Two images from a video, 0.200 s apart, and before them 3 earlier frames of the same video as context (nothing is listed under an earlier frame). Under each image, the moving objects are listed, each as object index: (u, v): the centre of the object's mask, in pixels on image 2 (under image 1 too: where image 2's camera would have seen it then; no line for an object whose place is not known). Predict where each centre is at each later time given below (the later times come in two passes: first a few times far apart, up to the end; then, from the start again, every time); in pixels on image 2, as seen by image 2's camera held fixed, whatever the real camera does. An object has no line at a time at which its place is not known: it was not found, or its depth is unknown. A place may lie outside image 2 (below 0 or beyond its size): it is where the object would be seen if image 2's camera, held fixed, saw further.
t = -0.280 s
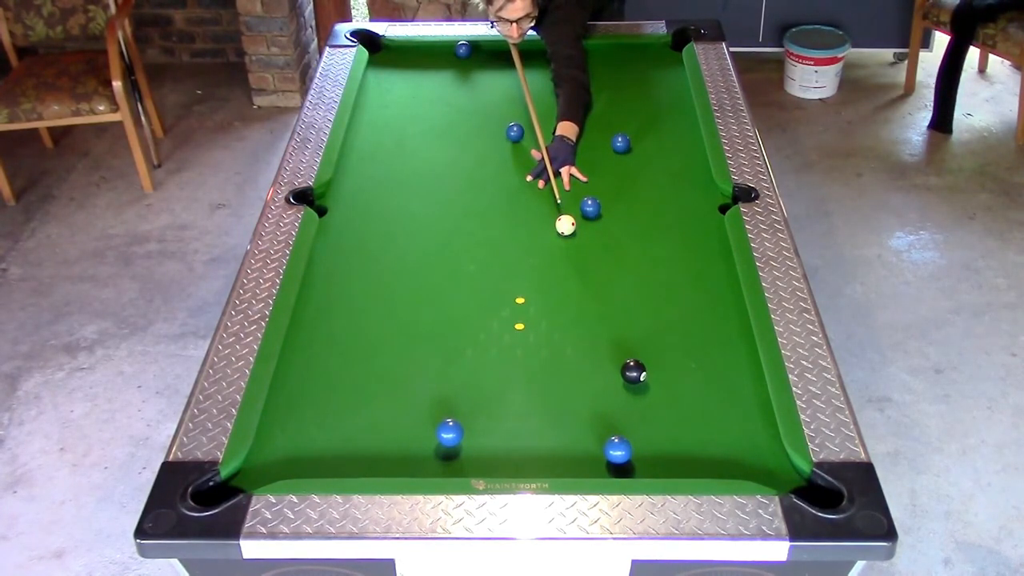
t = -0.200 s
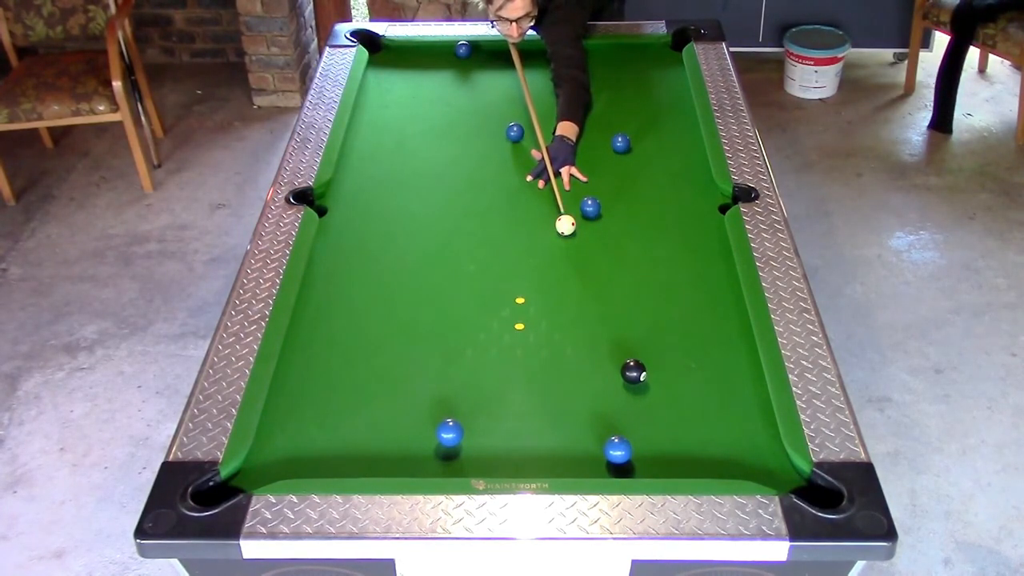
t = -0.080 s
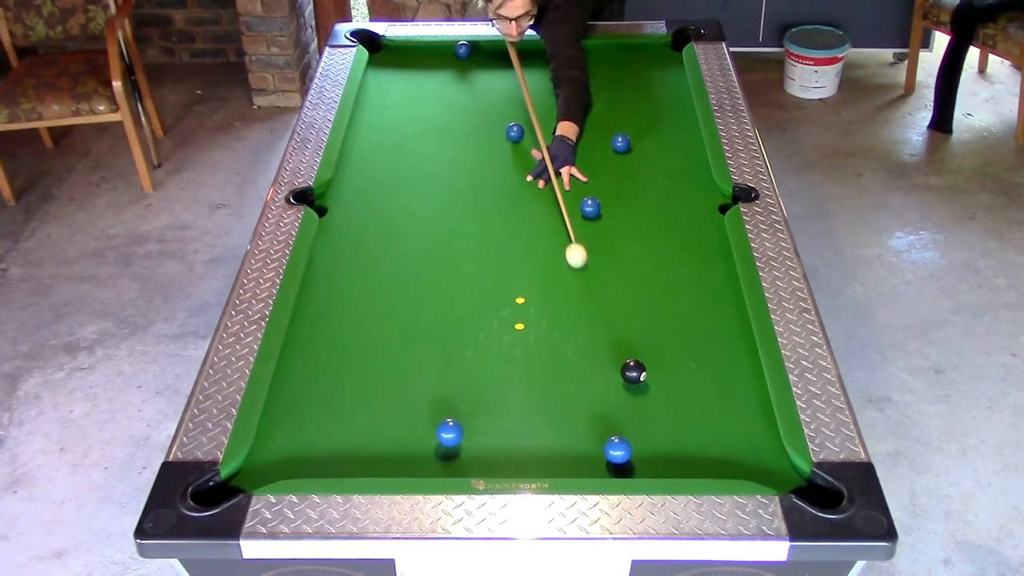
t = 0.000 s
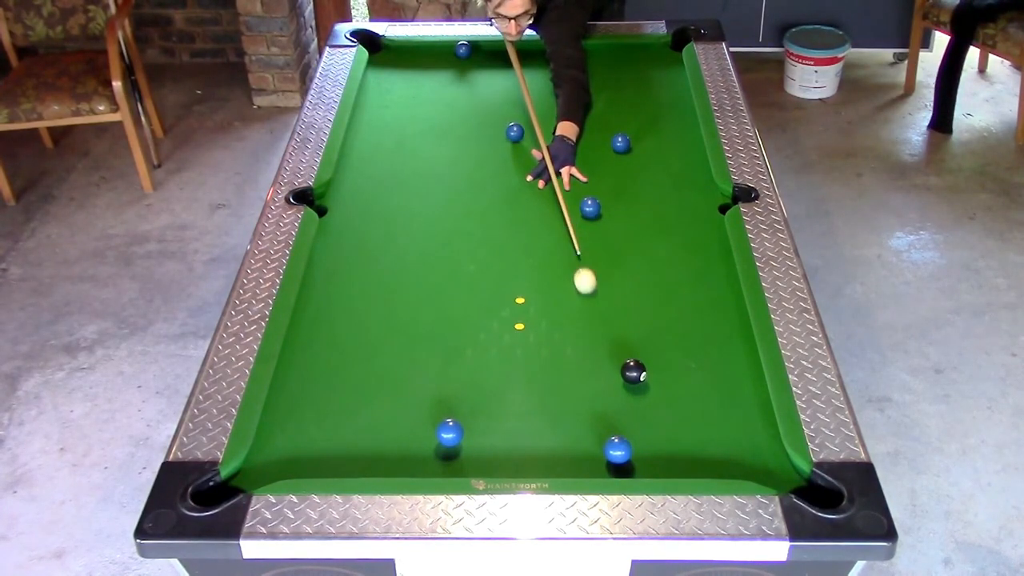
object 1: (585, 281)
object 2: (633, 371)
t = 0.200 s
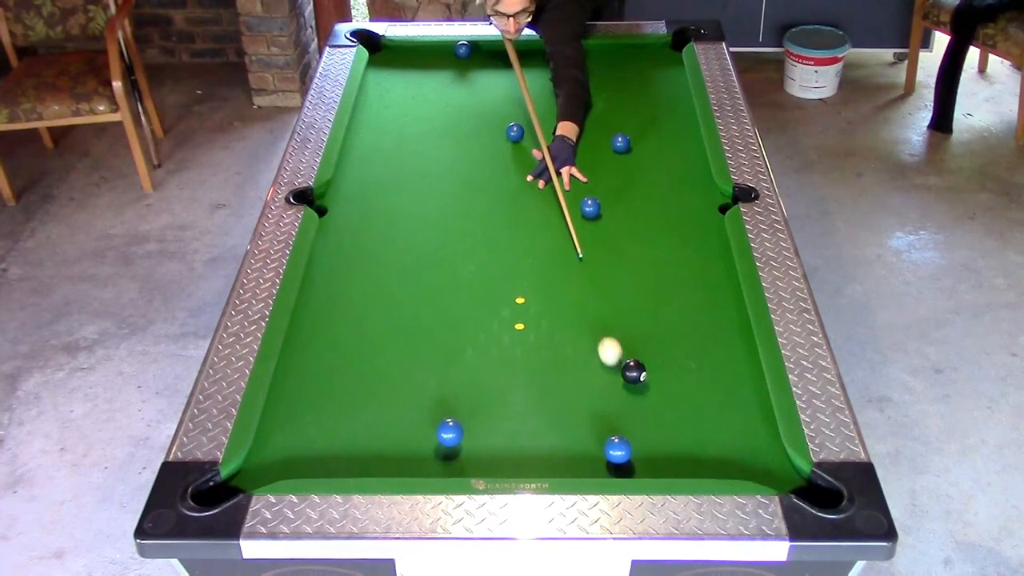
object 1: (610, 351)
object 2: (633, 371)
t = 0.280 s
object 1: (602, 371)
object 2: (650, 381)
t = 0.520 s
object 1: (563, 423)
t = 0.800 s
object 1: (517, 463)
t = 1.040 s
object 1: (490, 431)
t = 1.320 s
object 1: (463, 395)
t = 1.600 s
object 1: (440, 365)
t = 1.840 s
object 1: (423, 343)
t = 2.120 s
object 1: (407, 320)
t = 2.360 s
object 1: (394, 304)
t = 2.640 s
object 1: (381, 287)
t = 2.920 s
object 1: (371, 274)
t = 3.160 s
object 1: (364, 264)
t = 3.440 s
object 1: (356, 255)
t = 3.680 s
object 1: (351, 249)
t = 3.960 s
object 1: (346, 244)
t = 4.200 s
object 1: (343, 241)
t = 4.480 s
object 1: (341, 240)
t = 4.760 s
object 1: (341, 240)
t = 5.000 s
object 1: (341, 240)
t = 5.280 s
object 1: (341, 240)
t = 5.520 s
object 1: (341, 240)
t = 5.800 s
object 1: (341, 240)
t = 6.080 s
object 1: (341, 240)
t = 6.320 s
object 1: (341, 240)
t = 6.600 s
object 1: (341, 240)
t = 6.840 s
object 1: (341, 240)
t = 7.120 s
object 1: (341, 240)
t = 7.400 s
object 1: (341, 240)
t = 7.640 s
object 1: (341, 240)
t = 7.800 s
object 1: (345, 240)
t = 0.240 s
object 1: (610, 364)
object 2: (639, 374)
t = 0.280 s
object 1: (602, 371)
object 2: (650, 381)
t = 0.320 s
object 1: (595, 379)
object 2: (658, 387)
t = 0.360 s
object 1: (589, 387)
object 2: (668, 392)
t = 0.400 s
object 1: (582, 396)
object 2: (677, 399)
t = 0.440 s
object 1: (576, 405)
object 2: (686, 404)
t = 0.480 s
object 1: (569, 414)
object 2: (695, 409)
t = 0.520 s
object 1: (563, 423)
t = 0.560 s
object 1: (556, 432)
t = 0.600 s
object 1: (549, 441)
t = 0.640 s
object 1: (542, 450)
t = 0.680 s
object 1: (535, 458)
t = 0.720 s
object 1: (528, 466)
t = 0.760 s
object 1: (522, 468)
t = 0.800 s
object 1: (517, 463)
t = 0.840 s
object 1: (512, 458)
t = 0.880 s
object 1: (507, 453)
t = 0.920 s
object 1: (503, 447)
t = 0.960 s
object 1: (499, 442)
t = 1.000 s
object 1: (494, 436)
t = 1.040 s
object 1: (490, 431)
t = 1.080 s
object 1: (486, 425)
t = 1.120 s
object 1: (482, 420)
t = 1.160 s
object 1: (478, 415)
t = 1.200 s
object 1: (474, 410)
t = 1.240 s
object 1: (470, 405)
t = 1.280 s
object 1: (467, 400)
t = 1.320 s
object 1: (463, 395)
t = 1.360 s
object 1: (460, 391)
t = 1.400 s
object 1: (456, 386)
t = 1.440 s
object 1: (453, 382)
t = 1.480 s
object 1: (450, 377)
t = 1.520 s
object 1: (447, 373)
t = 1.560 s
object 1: (444, 369)
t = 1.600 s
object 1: (440, 365)
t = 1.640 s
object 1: (438, 361)
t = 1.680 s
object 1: (434, 357)
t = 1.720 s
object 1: (432, 353)
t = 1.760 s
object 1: (429, 350)
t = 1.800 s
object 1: (426, 346)
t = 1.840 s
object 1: (423, 343)
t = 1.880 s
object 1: (421, 339)
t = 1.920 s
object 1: (418, 336)
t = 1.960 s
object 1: (416, 333)
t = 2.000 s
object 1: (413, 329)
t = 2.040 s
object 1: (411, 326)
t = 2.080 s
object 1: (409, 323)
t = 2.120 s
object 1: (407, 320)
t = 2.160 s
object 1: (404, 317)
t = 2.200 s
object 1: (402, 314)
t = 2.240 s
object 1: (400, 312)
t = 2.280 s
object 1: (398, 309)
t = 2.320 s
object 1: (396, 306)
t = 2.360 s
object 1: (394, 304)
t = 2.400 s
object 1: (392, 301)
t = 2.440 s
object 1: (390, 298)
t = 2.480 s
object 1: (388, 296)
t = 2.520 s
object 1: (387, 294)
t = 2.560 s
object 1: (385, 292)
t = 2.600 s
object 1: (383, 289)
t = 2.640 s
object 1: (381, 287)
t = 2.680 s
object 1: (380, 285)
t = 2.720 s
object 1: (378, 283)
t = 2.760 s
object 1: (377, 281)
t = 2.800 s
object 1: (375, 279)
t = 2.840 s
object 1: (374, 277)
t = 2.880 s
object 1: (372, 276)
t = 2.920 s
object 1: (371, 274)
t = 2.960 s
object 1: (369, 272)
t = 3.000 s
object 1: (368, 270)
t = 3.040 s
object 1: (367, 269)
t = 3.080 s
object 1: (366, 267)
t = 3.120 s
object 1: (365, 266)
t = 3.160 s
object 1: (364, 264)
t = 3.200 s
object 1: (362, 263)
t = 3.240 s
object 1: (361, 261)
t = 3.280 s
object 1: (360, 260)
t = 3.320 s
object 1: (359, 259)
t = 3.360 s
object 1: (358, 257)
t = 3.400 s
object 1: (357, 256)
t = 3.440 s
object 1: (356, 255)
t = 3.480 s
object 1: (356, 254)
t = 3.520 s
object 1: (355, 253)
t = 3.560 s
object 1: (354, 252)
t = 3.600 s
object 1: (353, 251)
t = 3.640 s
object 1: (352, 250)
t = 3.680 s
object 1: (351, 249)
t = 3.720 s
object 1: (350, 248)
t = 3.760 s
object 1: (349, 247)
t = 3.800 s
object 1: (349, 247)
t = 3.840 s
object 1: (348, 246)
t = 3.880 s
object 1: (347, 245)
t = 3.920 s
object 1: (346, 245)
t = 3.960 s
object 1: (346, 244)
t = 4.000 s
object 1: (345, 243)
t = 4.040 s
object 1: (345, 243)
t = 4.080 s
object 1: (344, 242)
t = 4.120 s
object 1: (344, 242)
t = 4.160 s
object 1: (343, 242)
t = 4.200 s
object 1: (343, 241)
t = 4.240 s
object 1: (342, 241)
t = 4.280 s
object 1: (342, 241)
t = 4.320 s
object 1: (341, 241)
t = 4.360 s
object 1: (341, 240)
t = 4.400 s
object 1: (341, 240)
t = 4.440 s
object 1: (341, 240)
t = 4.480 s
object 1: (341, 240)
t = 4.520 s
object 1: (341, 240)
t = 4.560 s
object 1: (341, 240)
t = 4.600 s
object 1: (341, 240)
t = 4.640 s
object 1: (341, 240)
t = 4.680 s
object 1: (341, 240)
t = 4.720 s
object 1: (341, 240)
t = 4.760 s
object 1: (341, 240)
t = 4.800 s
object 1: (341, 240)
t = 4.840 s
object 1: (341, 240)
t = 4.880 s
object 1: (341, 240)
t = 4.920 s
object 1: (341, 240)
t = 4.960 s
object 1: (341, 240)
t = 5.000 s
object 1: (341, 240)
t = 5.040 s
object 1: (341, 240)
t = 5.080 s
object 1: (341, 240)
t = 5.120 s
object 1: (341, 240)
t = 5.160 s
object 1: (341, 240)
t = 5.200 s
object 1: (341, 240)
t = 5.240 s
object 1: (341, 240)
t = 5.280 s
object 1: (341, 240)
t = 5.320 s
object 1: (341, 240)
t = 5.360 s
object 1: (341, 240)
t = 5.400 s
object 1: (341, 240)
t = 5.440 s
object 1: (341, 240)
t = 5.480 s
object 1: (341, 240)
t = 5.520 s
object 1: (341, 240)
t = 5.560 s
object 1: (341, 240)
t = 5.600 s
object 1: (341, 240)
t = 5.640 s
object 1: (341, 240)
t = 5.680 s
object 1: (341, 240)
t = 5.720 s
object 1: (341, 240)
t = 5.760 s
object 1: (341, 240)
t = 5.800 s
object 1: (341, 240)
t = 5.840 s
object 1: (341, 240)
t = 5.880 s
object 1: (341, 240)
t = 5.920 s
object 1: (341, 240)
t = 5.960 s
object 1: (341, 240)
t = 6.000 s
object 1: (341, 240)
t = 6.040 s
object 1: (341, 240)
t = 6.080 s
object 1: (341, 240)
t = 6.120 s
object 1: (341, 240)
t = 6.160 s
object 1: (341, 240)
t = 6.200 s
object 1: (341, 240)
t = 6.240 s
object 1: (341, 240)
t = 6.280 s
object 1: (341, 240)
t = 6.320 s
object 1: (341, 240)
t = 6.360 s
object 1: (341, 240)
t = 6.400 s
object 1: (341, 240)
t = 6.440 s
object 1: (341, 240)
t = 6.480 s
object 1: (341, 240)
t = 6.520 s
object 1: (341, 240)
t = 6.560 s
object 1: (341, 240)
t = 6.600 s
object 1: (341, 240)
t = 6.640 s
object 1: (341, 240)
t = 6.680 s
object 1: (341, 240)
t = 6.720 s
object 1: (341, 240)
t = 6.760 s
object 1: (341, 240)
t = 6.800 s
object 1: (341, 240)
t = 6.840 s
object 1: (341, 240)
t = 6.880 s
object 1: (341, 240)
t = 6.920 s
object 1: (341, 240)
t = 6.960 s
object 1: (341, 240)
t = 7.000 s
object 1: (341, 240)
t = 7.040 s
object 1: (341, 240)
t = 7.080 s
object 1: (341, 240)
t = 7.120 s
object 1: (341, 240)
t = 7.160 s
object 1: (341, 240)
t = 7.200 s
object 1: (341, 240)
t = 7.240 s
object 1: (341, 240)
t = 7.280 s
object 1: (341, 240)
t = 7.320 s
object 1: (341, 240)
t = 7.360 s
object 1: (341, 240)
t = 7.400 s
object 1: (341, 240)
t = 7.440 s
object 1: (341, 240)
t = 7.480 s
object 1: (341, 240)
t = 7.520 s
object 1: (341, 240)
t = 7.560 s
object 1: (341, 240)
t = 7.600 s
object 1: (341, 240)
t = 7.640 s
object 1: (341, 240)
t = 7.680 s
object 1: (341, 240)
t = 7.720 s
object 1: (341, 240)
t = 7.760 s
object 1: (341, 239)
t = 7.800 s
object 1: (345, 240)
